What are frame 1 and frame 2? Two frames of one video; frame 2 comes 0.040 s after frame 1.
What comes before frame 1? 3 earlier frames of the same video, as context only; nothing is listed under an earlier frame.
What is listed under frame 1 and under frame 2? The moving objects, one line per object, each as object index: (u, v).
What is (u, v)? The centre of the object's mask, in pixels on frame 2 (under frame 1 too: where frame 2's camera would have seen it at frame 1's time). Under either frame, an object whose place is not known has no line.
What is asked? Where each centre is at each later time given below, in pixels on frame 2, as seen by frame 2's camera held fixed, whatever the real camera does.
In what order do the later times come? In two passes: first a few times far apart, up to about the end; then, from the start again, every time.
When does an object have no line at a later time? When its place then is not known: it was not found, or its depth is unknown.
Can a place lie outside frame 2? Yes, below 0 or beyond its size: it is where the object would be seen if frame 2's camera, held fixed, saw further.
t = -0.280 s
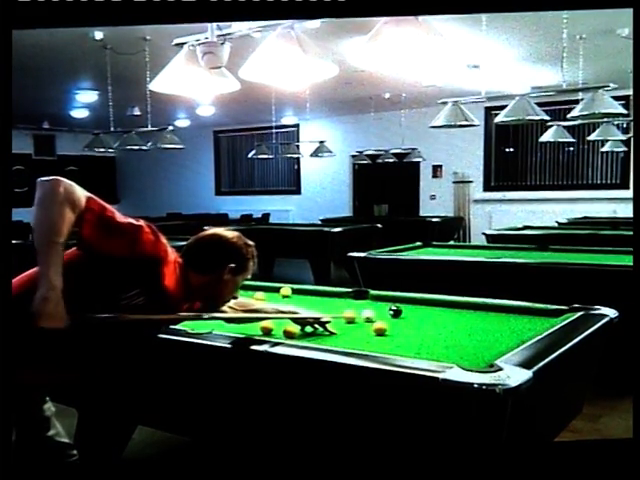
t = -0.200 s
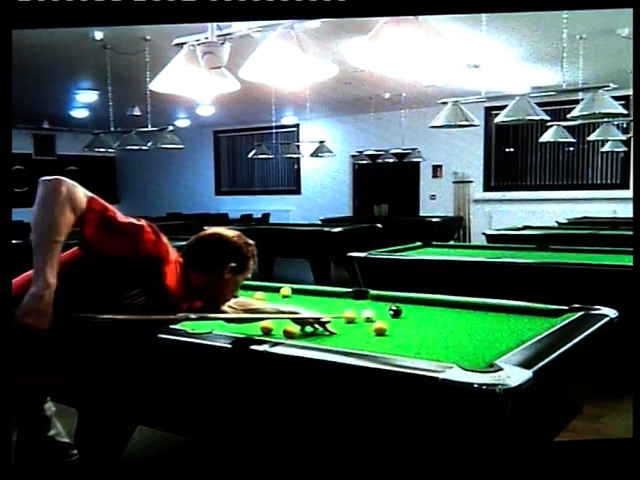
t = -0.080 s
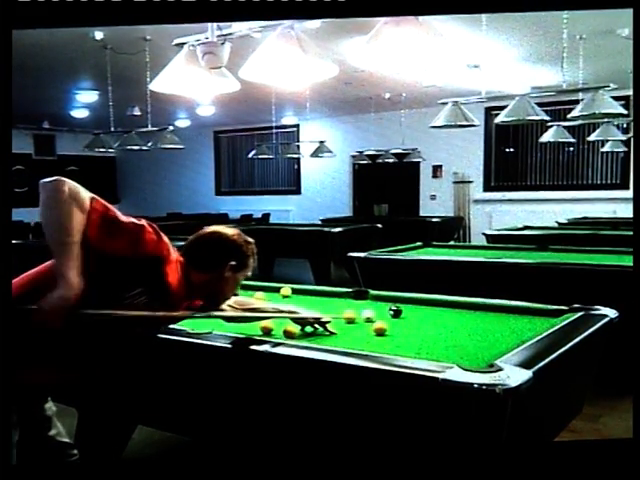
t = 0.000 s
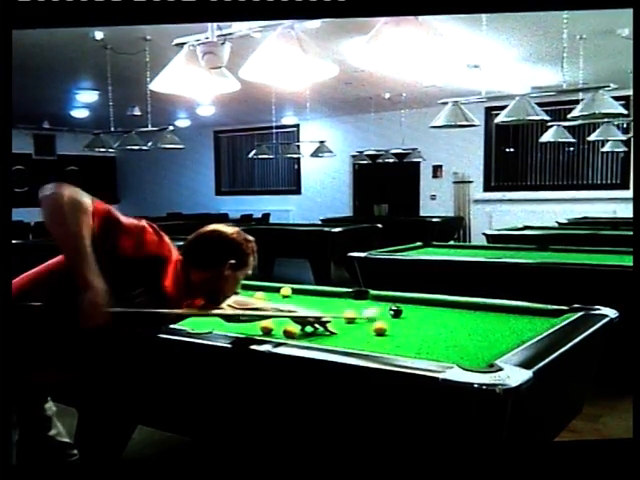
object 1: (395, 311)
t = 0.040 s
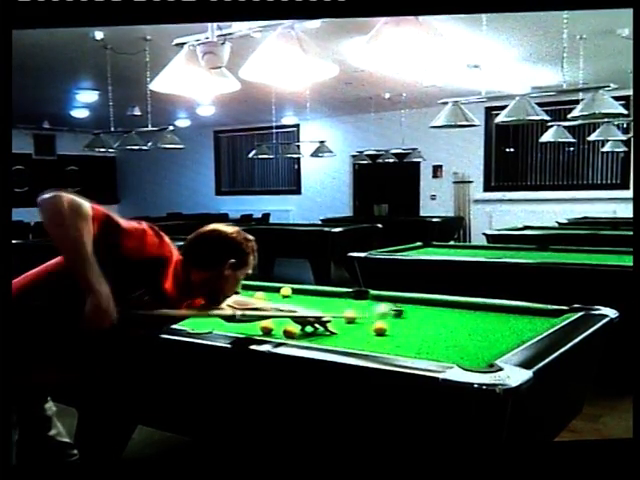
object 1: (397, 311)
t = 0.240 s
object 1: (426, 312)
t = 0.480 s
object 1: (463, 312)
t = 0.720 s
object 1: (497, 313)
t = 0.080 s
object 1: (405, 312)
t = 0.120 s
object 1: (411, 311)
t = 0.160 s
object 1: (417, 311)
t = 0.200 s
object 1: (422, 312)
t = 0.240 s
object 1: (426, 312)
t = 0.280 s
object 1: (434, 312)
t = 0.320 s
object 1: (440, 312)
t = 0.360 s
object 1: (446, 313)
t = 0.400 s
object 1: (450, 313)
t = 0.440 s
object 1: (456, 312)
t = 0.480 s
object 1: (463, 312)
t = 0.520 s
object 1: (468, 313)
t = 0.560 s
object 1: (473, 313)
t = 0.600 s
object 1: (478, 313)
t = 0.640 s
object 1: (484, 313)
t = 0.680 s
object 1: (490, 313)
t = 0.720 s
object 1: (497, 313)
